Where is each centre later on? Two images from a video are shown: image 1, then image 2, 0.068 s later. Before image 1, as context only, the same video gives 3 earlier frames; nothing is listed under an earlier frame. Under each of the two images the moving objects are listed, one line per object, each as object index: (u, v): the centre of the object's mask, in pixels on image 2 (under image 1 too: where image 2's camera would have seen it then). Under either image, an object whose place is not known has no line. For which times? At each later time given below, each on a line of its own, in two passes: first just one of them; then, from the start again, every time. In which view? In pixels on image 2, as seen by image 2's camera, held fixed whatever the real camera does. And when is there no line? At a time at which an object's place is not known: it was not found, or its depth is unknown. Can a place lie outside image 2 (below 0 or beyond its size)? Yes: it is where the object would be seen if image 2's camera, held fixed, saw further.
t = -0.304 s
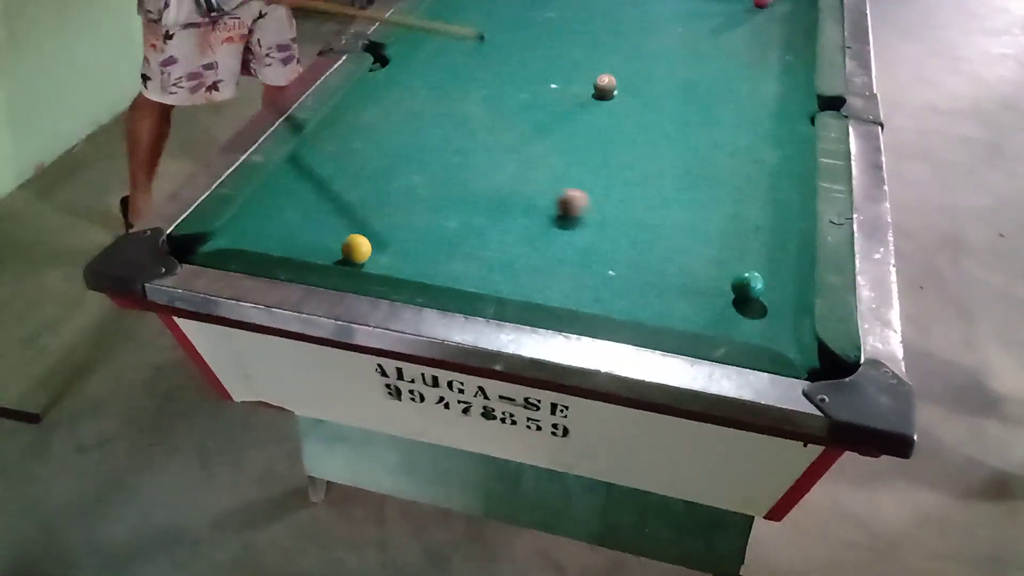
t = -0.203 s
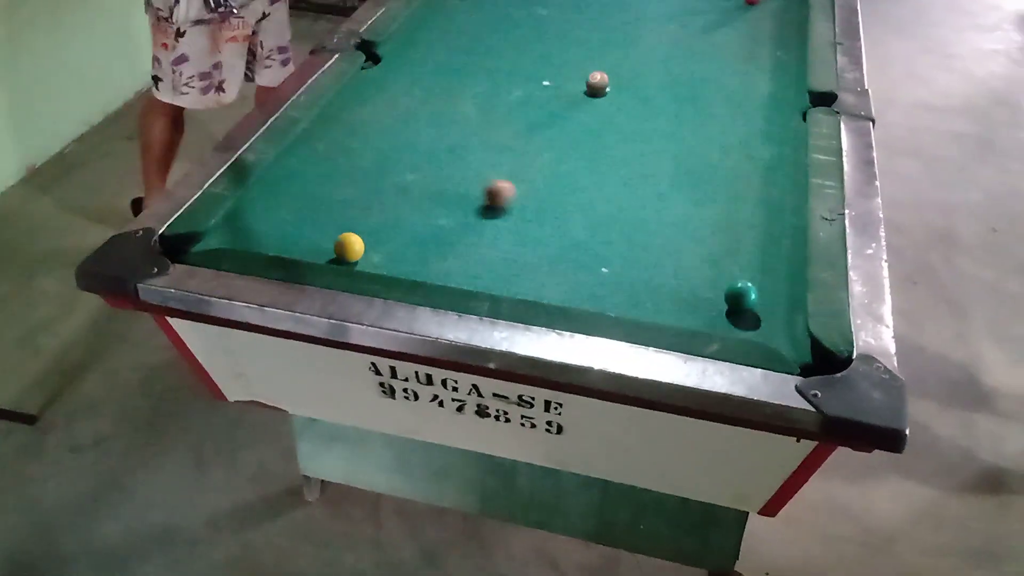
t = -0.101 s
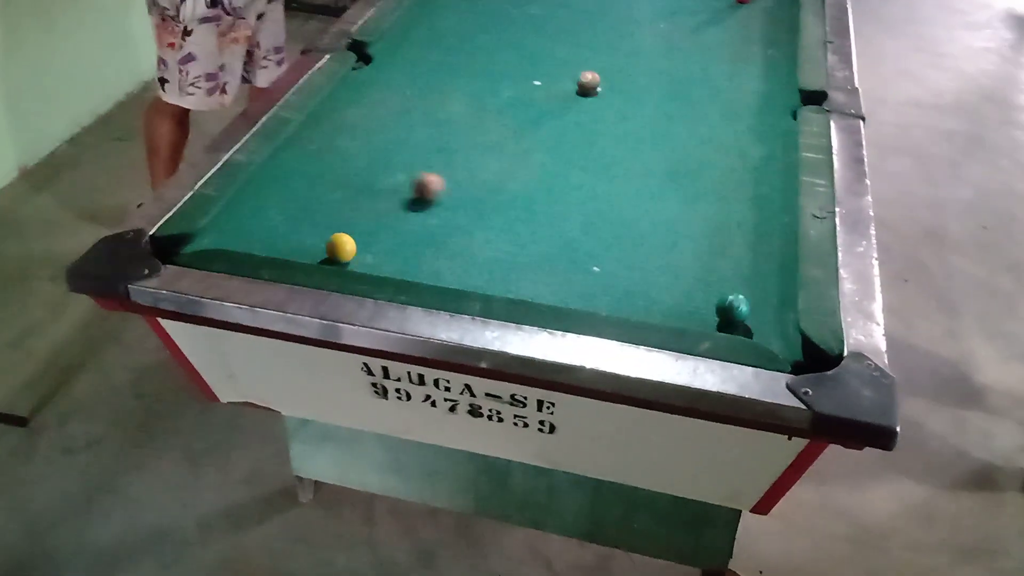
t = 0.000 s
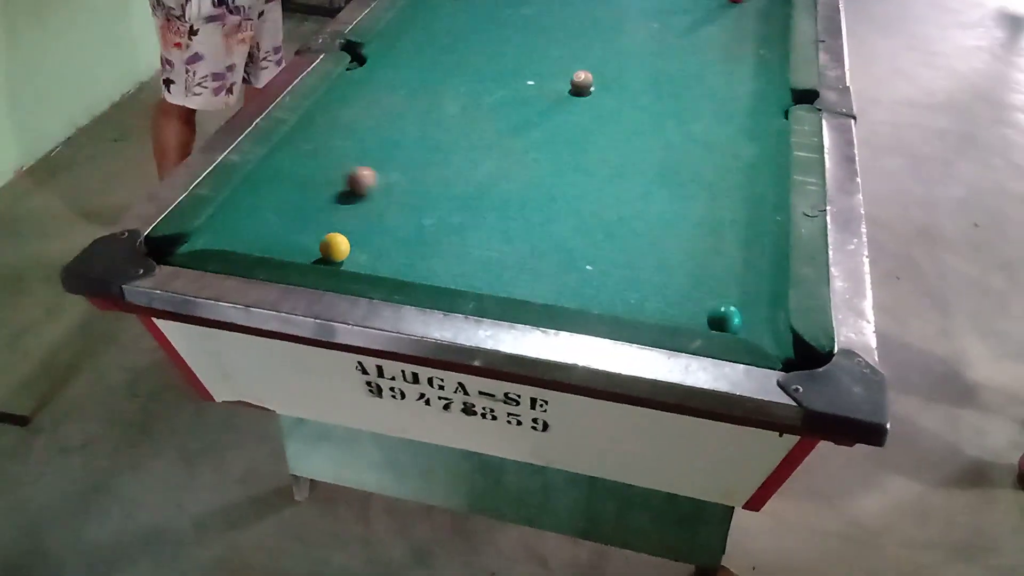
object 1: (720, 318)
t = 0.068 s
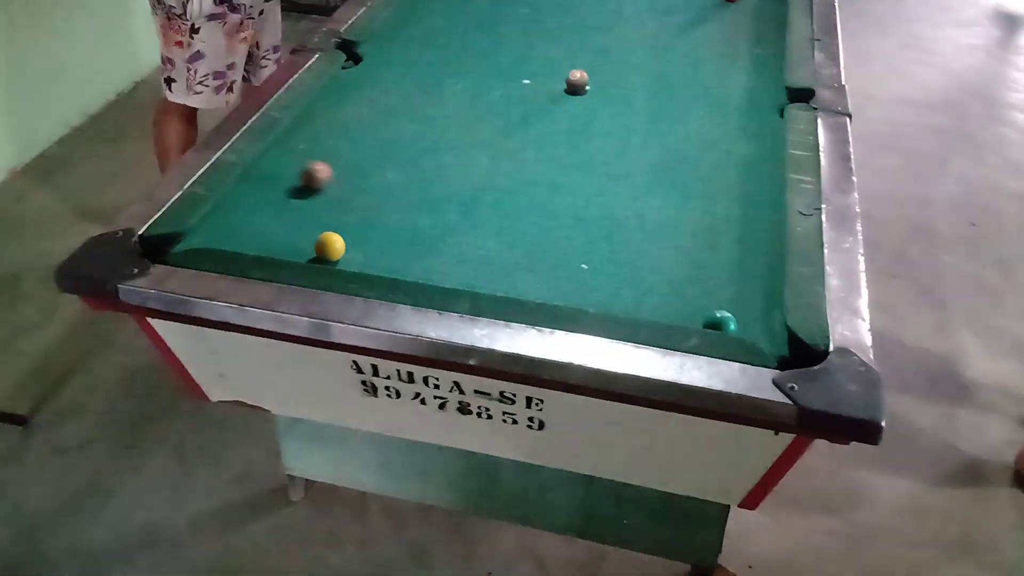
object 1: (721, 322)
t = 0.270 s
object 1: (725, 307)
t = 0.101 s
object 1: (722, 321)
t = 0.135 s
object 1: (722, 319)
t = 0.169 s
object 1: (723, 317)
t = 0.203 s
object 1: (724, 315)
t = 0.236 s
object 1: (724, 311)
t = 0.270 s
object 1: (725, 307)
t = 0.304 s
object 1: (726, 305)
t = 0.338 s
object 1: (726, 302)
